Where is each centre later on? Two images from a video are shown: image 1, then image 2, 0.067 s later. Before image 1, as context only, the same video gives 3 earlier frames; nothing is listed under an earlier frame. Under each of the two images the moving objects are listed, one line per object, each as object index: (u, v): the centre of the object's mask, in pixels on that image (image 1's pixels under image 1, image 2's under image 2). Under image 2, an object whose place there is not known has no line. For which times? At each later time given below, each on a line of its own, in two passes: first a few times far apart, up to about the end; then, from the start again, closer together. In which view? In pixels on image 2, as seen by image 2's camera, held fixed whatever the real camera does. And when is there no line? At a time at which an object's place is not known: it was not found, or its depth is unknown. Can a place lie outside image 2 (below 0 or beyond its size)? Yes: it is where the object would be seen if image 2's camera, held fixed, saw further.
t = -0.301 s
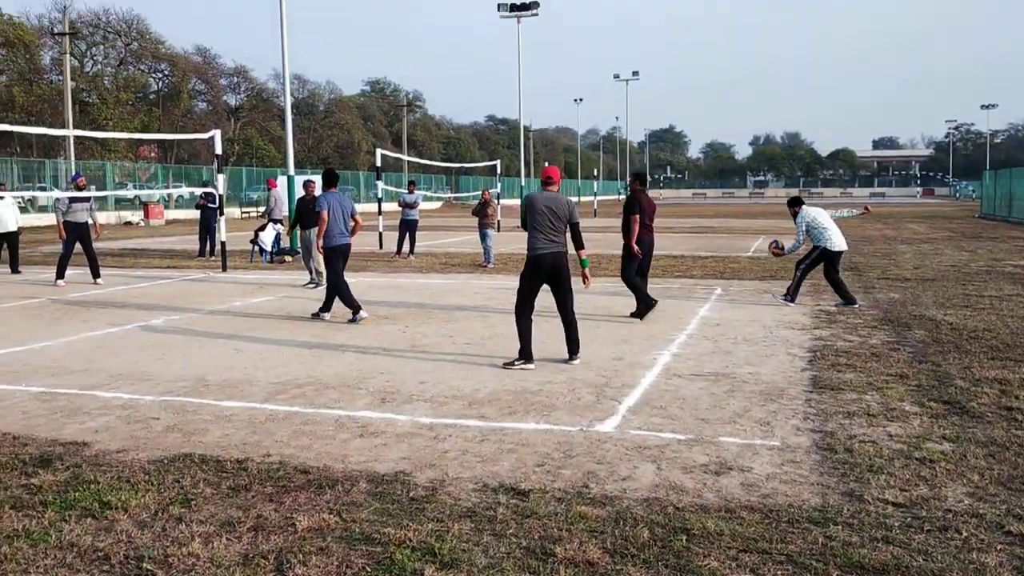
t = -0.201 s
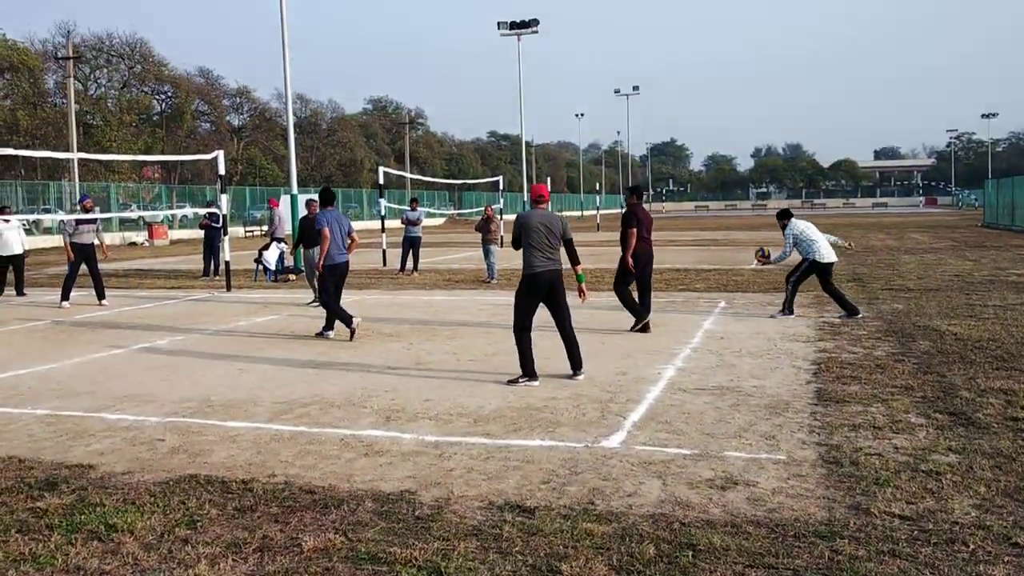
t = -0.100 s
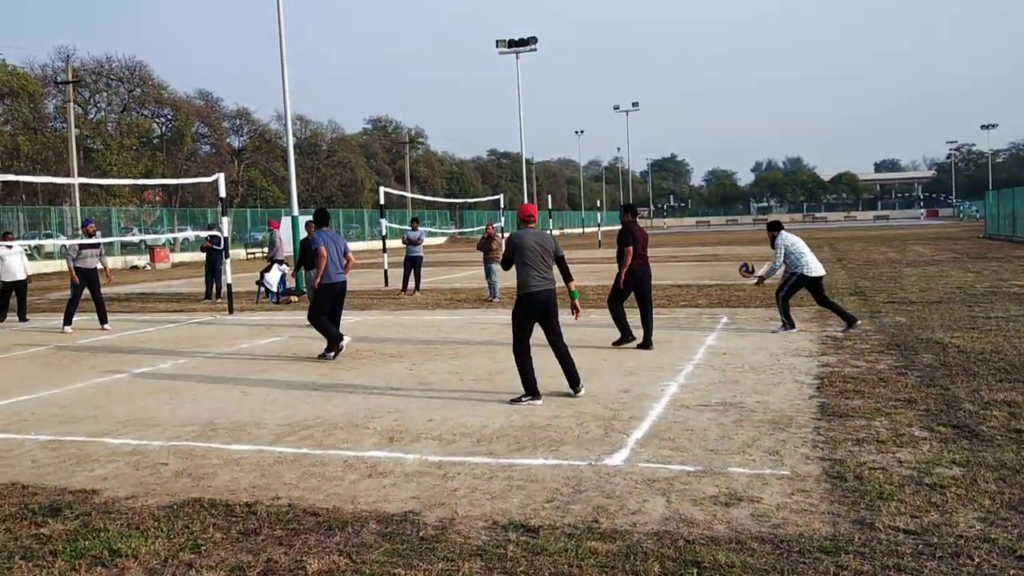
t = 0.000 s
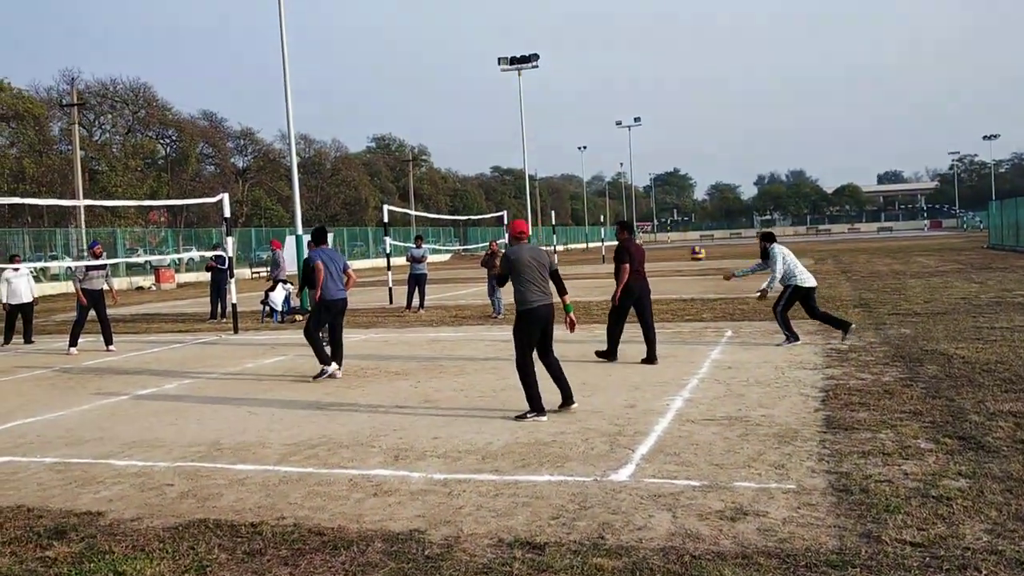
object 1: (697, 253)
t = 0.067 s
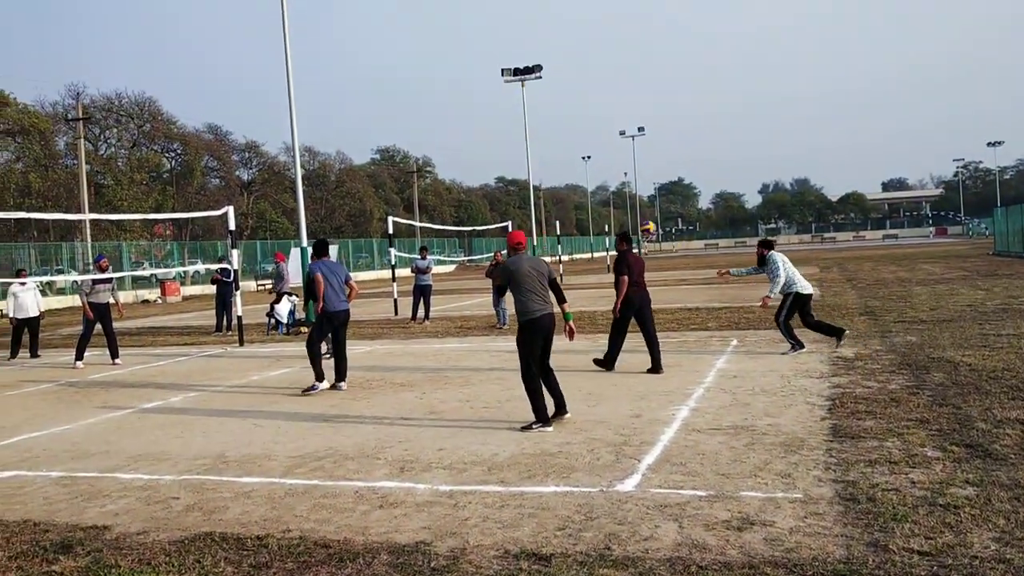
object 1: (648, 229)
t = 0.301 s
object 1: (473, 136)
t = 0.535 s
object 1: (320, 88)
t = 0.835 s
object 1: (148, 83)
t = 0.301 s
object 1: (473, 136)
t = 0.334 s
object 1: (450, 127)
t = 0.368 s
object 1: (427, 118)
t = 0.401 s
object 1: (405, 110)
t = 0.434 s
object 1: (383, 104)
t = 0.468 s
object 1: (361, 97)
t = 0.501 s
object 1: (340, 93)
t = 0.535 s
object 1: (320, 88)
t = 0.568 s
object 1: (299, 85)
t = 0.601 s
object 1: (278, 82)
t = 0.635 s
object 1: (259, 80)
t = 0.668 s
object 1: (239, 79)
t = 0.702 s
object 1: (220, 78)
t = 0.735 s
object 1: (201, 79)
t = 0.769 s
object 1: (183, 80)
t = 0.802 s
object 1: (165, 81)
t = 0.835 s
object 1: (148, 83)
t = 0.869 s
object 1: (131, 86)
